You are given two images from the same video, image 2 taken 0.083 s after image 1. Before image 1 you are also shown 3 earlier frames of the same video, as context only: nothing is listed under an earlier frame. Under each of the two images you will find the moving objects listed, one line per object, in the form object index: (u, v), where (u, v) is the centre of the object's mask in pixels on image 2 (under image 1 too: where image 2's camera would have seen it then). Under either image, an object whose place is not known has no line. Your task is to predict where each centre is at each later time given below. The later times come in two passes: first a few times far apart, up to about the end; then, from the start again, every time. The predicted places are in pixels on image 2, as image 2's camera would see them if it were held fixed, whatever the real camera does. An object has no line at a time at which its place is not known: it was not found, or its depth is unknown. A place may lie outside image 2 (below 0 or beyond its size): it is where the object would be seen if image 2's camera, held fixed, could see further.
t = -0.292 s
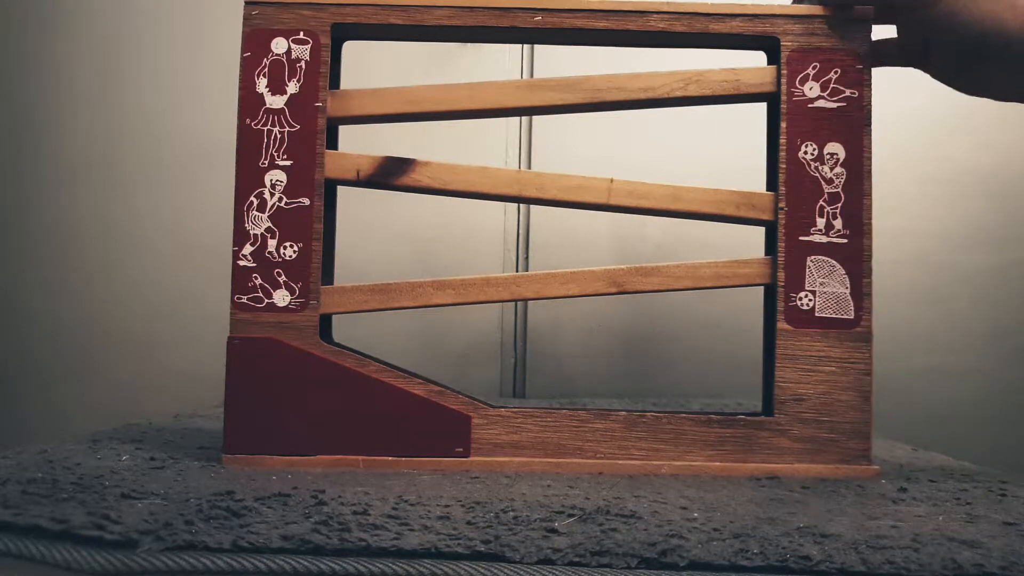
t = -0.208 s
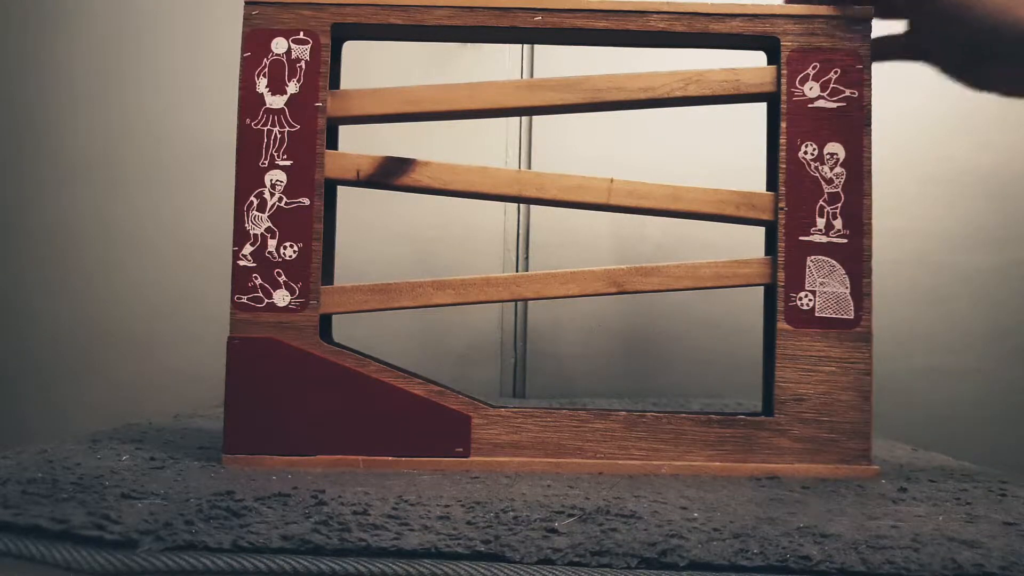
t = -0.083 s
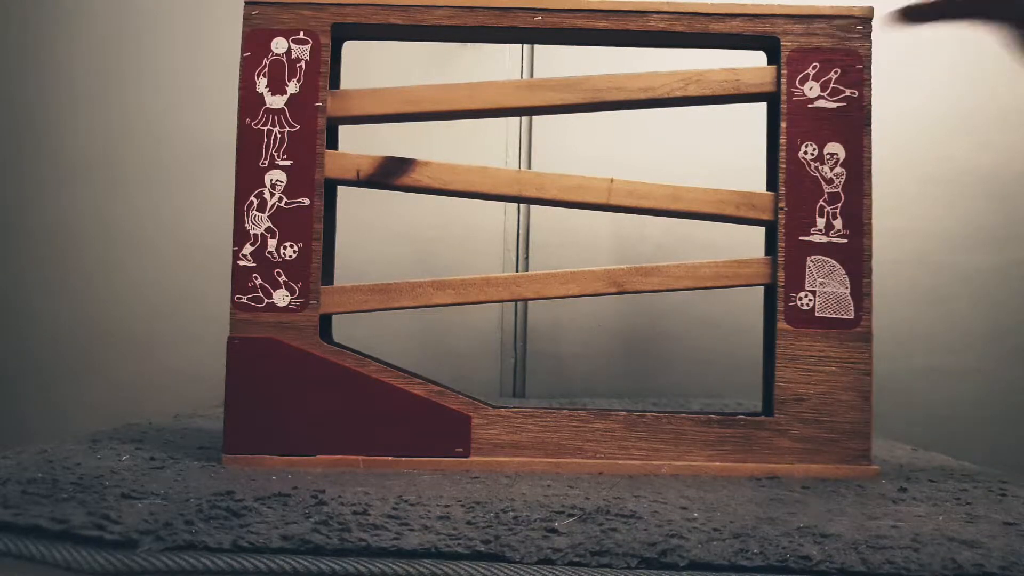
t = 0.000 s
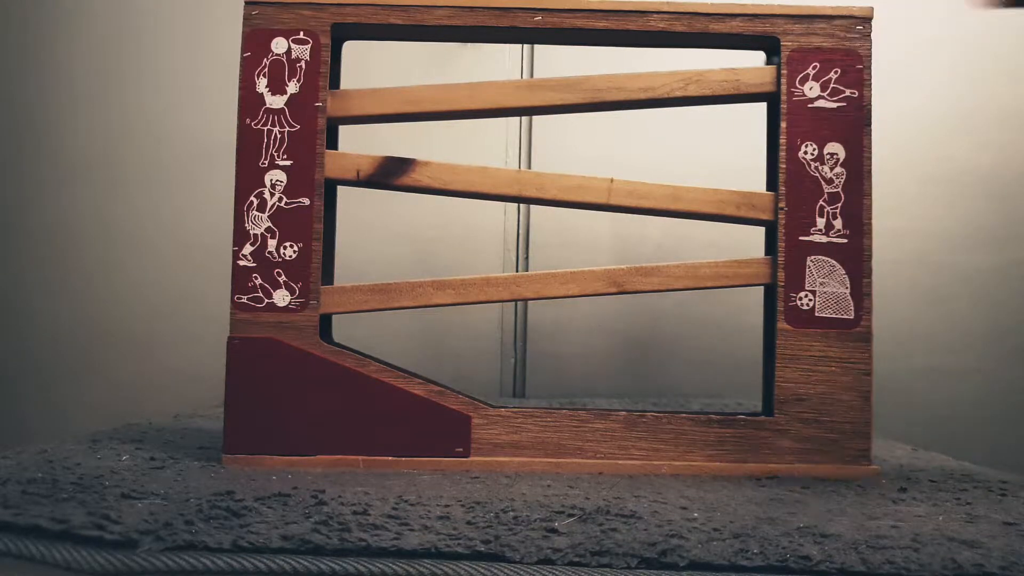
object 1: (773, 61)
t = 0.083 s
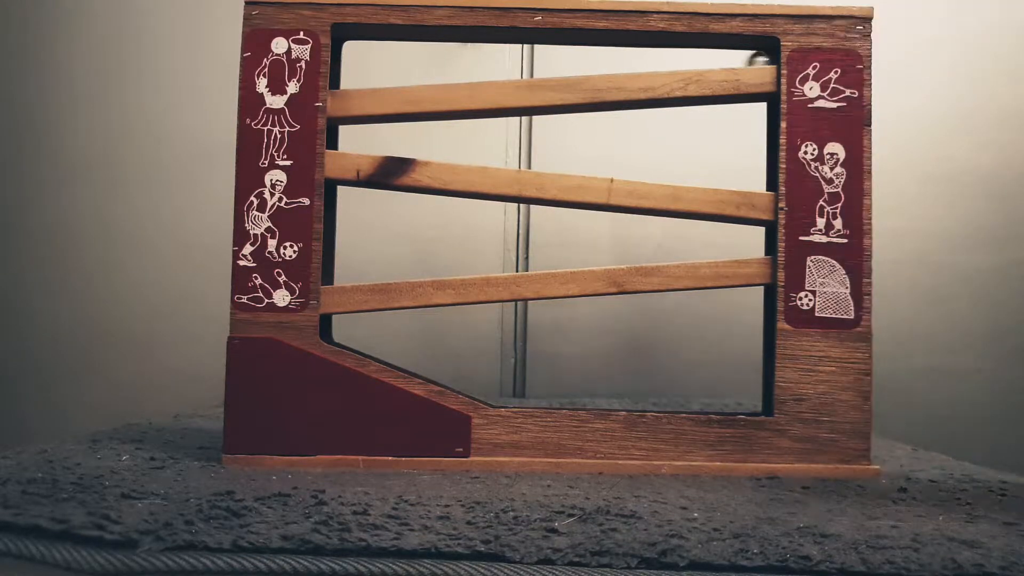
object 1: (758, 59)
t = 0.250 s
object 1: (705, 61)
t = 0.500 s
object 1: (596, 67)
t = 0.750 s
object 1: (448, 76)
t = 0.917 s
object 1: (336, 83)
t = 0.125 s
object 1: (748, 60)
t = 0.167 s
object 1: (735, 60)
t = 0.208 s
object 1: (721, 60)
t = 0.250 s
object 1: (705, 61)
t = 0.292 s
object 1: (691, 61)
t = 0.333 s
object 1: (674, 62)
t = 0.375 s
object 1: (656, 63)
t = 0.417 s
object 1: (636, 64)
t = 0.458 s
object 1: (619, 65)
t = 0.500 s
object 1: (596, 67)
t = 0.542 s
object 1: (576, 68)
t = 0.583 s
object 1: (552, 69)
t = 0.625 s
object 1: (530, 70)
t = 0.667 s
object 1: (503, 72)
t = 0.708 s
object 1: (476, 73)
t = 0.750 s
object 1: (448, 76)
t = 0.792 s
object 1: (419, 77)
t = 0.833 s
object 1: (388, 79)
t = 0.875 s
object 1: (357, 80)
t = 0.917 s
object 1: (336, 83)
